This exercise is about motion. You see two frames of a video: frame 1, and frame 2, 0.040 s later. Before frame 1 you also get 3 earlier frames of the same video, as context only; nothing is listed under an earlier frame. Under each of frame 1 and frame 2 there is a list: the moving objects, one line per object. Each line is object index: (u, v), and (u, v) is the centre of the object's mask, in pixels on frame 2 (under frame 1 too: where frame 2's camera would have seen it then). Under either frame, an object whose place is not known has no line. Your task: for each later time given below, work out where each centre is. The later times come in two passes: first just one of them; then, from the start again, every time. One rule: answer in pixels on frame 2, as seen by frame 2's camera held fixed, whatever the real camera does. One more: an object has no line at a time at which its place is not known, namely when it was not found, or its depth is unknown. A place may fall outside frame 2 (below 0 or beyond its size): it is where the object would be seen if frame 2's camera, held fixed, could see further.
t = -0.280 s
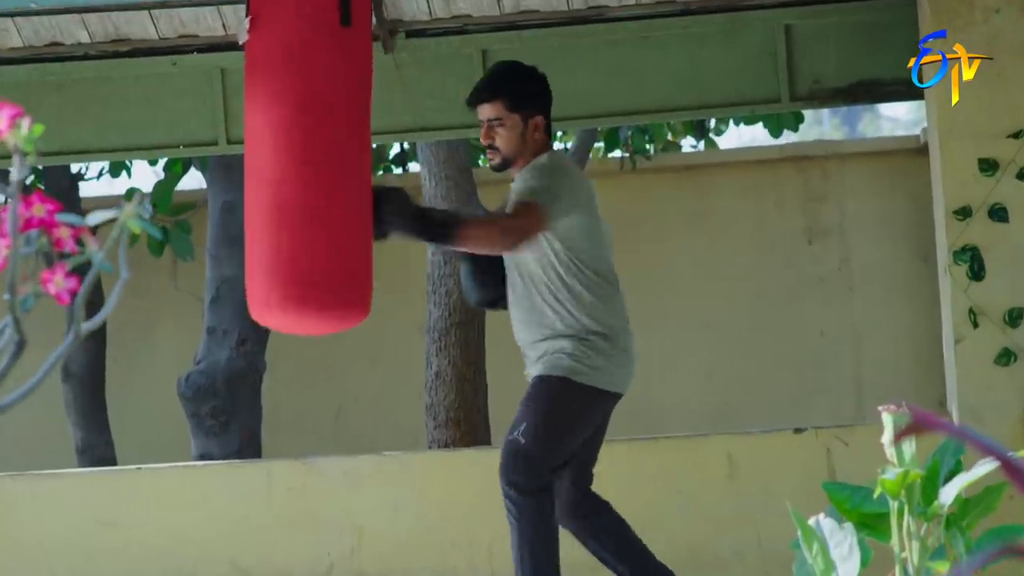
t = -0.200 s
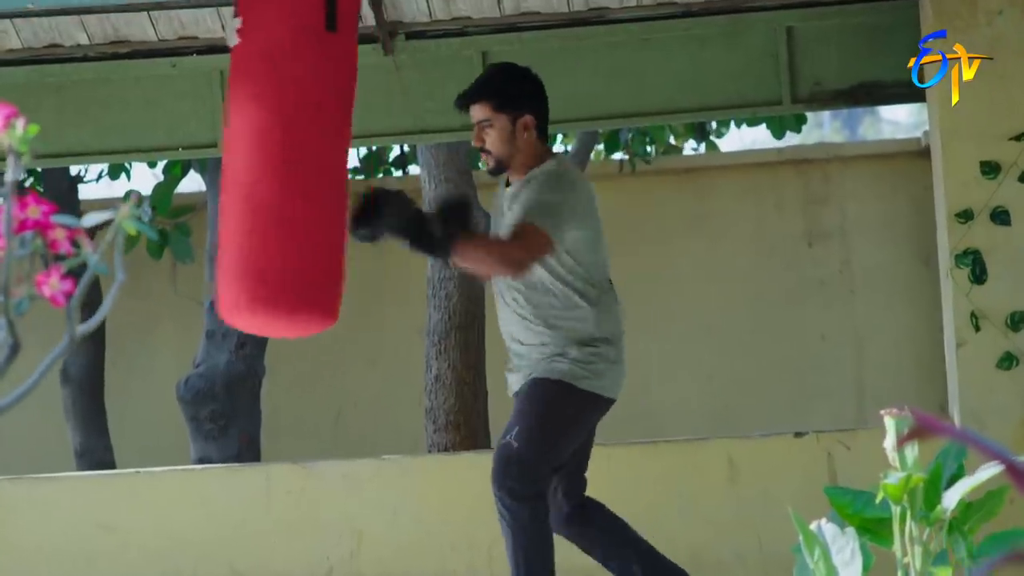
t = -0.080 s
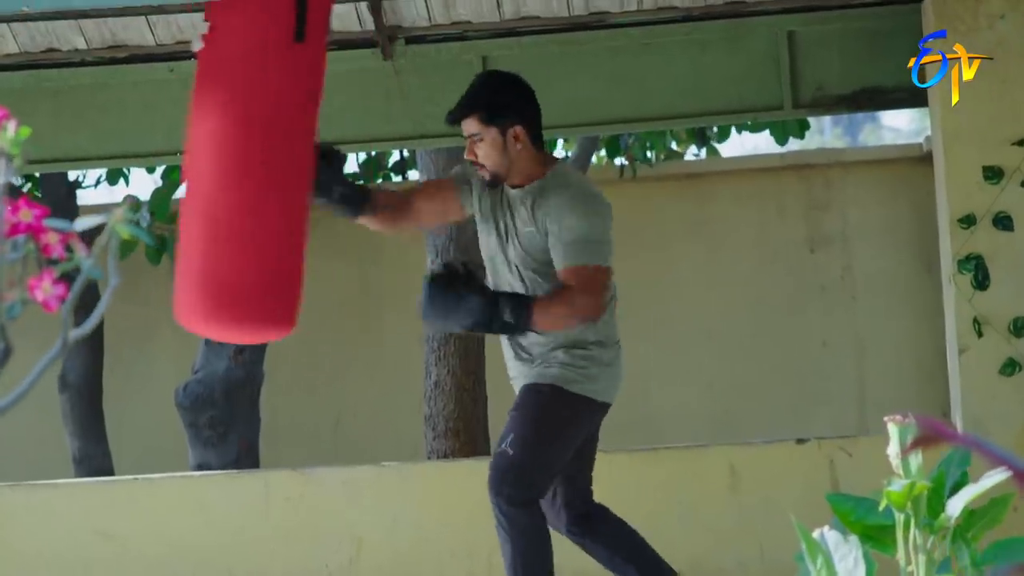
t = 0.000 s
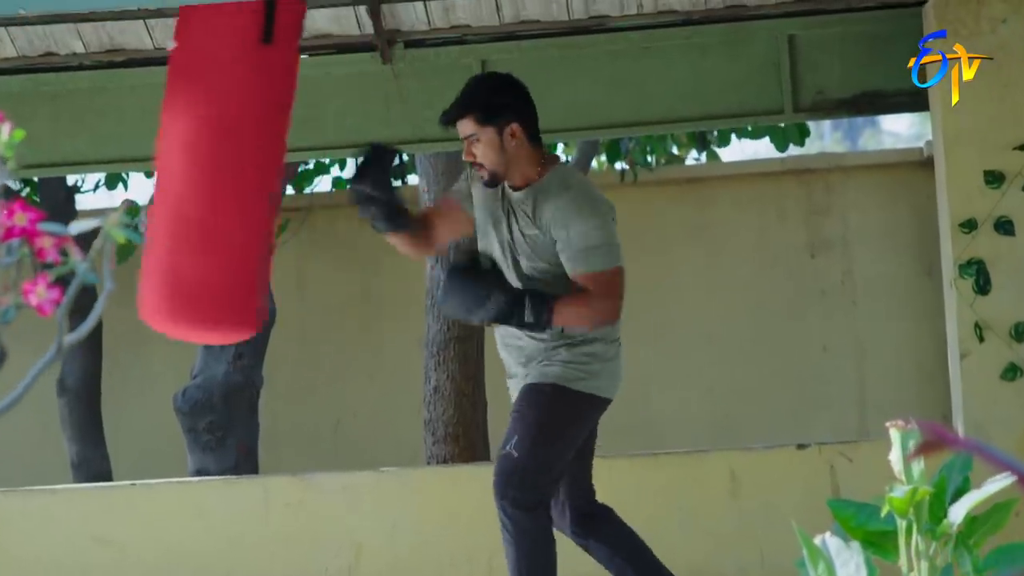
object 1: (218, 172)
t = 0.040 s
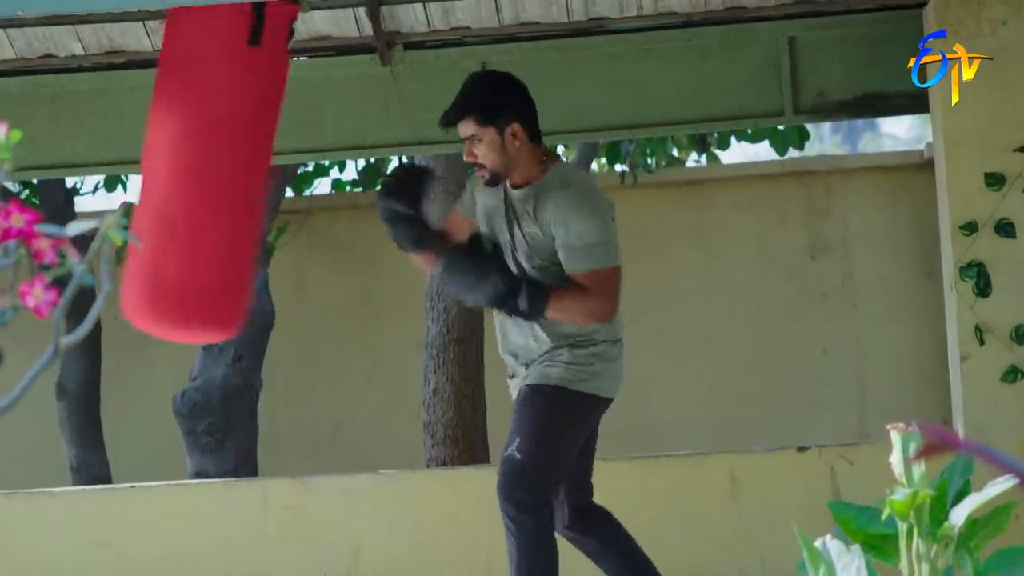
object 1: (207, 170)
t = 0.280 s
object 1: (174, 154)
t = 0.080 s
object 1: (197, 168)
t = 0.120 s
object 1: (188, 166)
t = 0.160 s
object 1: (185, 159)
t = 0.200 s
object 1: (180, 156)
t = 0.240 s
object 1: (176, 154)
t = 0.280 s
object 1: (174, 154)
